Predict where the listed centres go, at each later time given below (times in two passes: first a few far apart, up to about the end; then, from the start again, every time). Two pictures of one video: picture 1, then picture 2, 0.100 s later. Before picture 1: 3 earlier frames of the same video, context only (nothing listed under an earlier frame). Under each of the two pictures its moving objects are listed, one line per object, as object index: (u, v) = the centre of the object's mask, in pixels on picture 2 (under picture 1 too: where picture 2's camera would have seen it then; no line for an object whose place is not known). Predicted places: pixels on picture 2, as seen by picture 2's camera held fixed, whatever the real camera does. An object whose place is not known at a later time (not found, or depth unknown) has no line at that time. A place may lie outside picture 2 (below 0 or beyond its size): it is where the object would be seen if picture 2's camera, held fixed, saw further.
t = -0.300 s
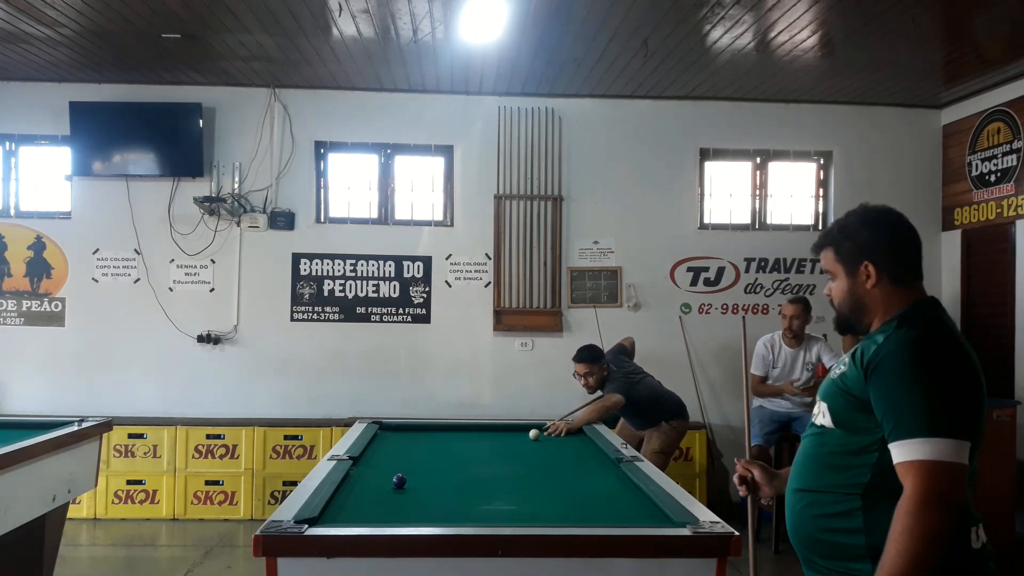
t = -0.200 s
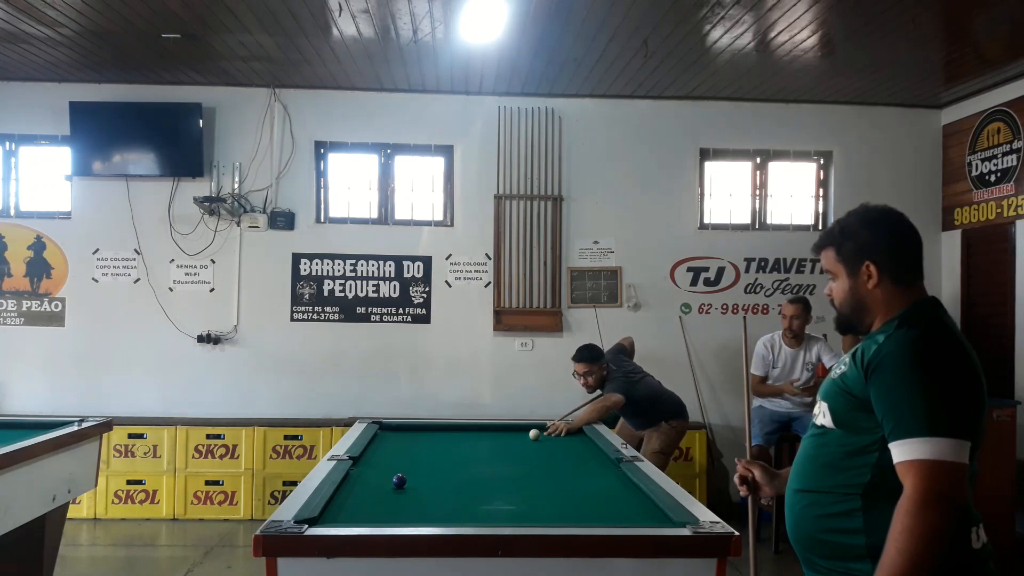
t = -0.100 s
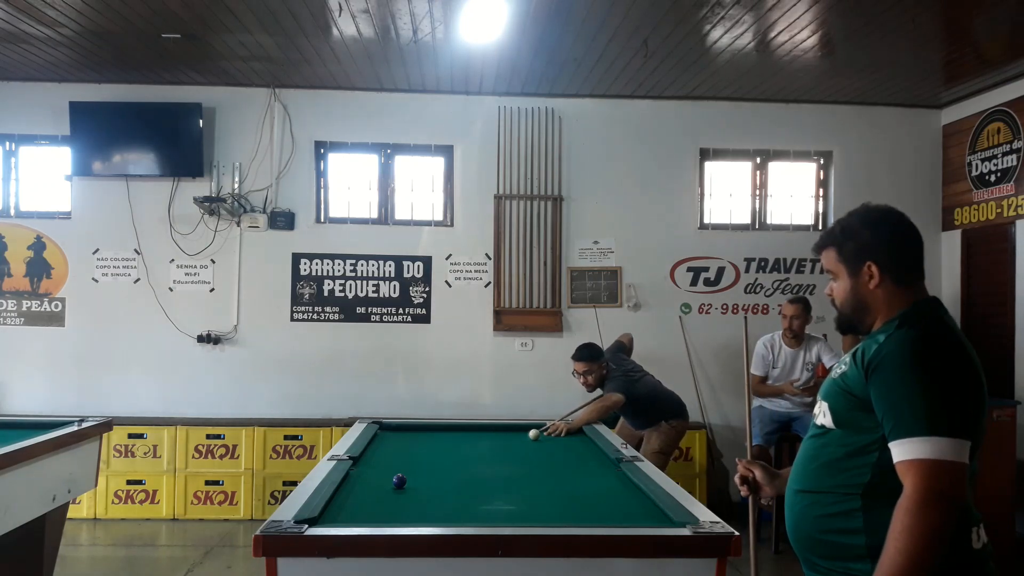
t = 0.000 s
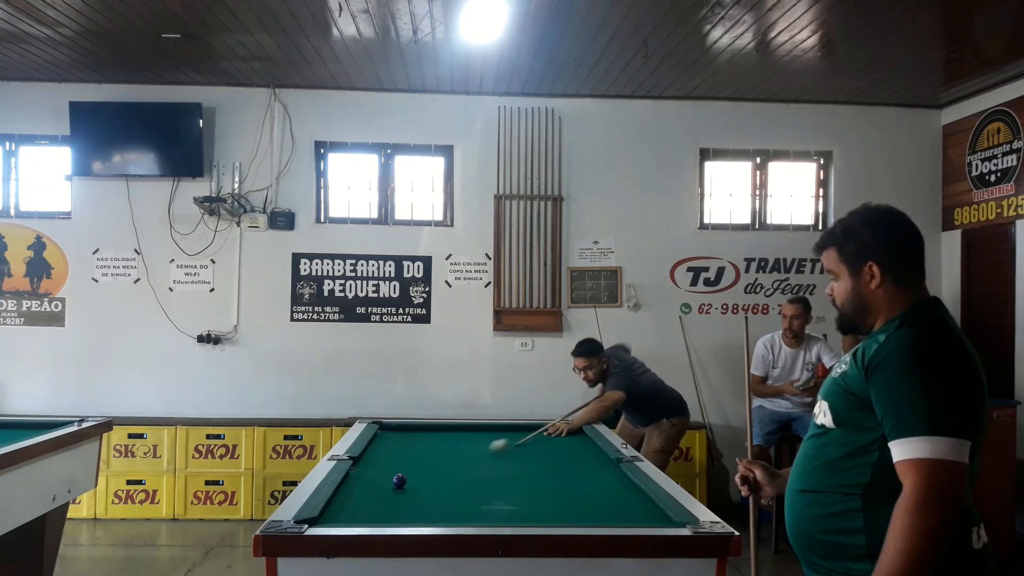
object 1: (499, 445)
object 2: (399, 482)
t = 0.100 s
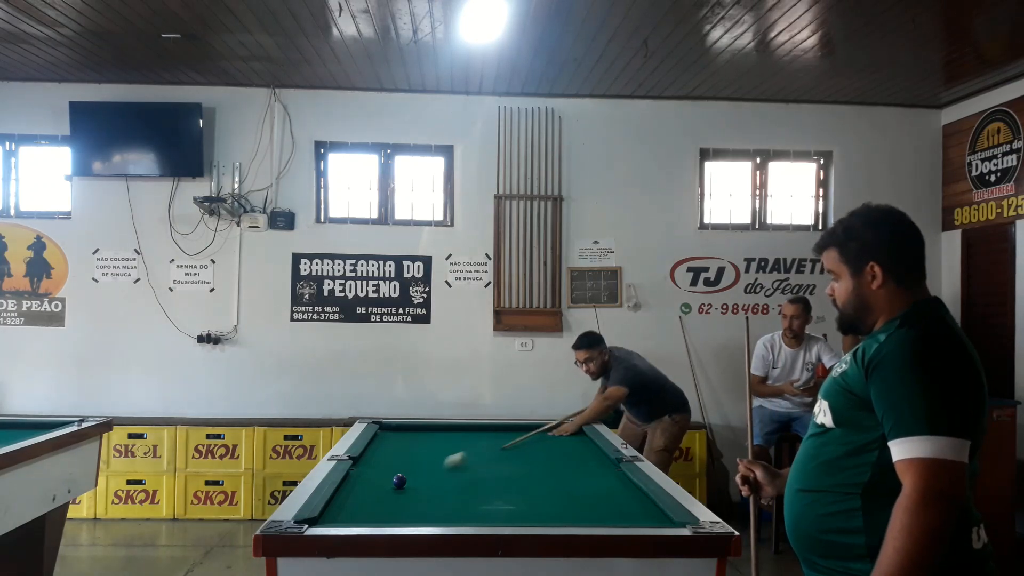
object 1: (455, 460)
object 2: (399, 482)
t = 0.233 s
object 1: (402, 477)
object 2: (379, 486)
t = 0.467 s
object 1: (361, 489)
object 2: (381, 517)
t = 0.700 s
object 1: (353, 503)
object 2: (460, 496)
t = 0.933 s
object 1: (372, 516)
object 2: (519, 478)
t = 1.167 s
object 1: (399, 517)
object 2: (567, 464)
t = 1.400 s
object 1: (428, 510)
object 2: (593, 452)
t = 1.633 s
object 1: (452, 502)
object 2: (560, 443)
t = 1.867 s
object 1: (474, 495)
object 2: (531, 435)
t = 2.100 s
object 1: (494, 489)
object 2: (506, 428)
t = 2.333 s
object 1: (511, 483)
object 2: (483, 431)
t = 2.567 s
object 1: (527, 478)
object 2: (459, 435)
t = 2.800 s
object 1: (540, 474)
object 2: (434, 439)
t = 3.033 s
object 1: (552, 471)
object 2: (409, 443)
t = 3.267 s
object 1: (563, 468)
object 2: (383, 447)
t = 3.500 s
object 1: (572, 464)
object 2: (373, 451)
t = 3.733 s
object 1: (581, 462)
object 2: (382, 455)
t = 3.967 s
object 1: (588, 460)
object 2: (390, 458)
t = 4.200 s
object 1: (595, 458)
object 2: (398, 462)
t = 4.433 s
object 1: (601, 456)
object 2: (405, 465)
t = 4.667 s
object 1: (599, 455)
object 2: (412, 468)
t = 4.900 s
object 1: (595, 454)
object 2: (419, 471)
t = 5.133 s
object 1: (593, 453)
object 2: (426, 474)
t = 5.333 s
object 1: (591, 452)
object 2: (432, 476)
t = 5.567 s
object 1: (591, 452)
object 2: (437, 479)
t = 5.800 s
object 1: (591, 452)
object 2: (443, 481)
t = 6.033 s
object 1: (591, 451)
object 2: (448, 482)
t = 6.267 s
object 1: (591, 451)
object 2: (451, 484)
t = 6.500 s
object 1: (591, 451)
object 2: (454, 485)
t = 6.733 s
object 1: (591, 451)
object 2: (456, 486)
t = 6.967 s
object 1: (591, 450)
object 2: (457, 487)
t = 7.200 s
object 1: (591, 451)
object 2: (458, 487)
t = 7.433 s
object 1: (591, 451)
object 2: (457, 487)
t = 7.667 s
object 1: (591, 451)
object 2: (458, 487)
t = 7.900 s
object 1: (591, 450)
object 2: (458, 487)
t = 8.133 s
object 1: (591, 450)
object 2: (458, 487)
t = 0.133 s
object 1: (439, 465)
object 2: (399, 482)
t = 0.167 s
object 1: (422, 471)
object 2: (399, 482)
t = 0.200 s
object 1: (408, 474)
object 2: (399, 482)
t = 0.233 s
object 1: (402, 477)
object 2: (379, 486)
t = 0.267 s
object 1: (398, 479)
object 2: (359, 496)
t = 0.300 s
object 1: (393, 481)
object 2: (339, 501)
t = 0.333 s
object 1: (388, 482)
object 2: (337, 507)
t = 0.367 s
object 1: (382, 483)
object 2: (345, 511)
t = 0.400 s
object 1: (376, 485)
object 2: (354, 517)
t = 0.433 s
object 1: (369, 487)
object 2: (366, 519)
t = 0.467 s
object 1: (361, 489)
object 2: (381, 517)
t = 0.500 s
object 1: (353, 492)
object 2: (396, 514)
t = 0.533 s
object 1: (345, 493)
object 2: (408, 512)
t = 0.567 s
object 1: (341, 496)
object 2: (419, 509)
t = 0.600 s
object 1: (344, 498)
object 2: (430, 505)
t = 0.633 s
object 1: (347, 499)
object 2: (441, 502)
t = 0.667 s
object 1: (350, 501)
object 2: (451, 498)
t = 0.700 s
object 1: (353, 503)
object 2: (460, 496)
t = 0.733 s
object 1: (355, 505)
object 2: (470, 493)
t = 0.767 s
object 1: (358, 507)
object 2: (479, 490)
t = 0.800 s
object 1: (361, 509)
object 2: (487, 488)
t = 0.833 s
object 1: (363, 511)
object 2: (496, 485)
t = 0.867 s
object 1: (366, 513)
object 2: (504, 483)
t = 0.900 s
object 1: (369, 514)
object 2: (512, 480)
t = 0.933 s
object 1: (372, 516)
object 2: (519, 478)
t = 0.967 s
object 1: (375, 517)
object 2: (527, 476)
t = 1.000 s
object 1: (378, 518)
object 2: (534, 473)
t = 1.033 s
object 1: (381, 519)
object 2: (541, 471)
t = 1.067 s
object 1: (386, 519)
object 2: (548, 469)
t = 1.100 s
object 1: (390, 518)
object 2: (554, 468)
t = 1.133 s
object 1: (395, 517)
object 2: (561, 466)
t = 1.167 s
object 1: (399, 517)
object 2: (567, 464)
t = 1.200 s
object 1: (403, 516)
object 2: (573, 462)
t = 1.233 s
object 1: (407, 515)
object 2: (579, 460)
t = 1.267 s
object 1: (412, 513)
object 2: (584, 459)
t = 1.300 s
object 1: (416, 513)
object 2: (590, 457)
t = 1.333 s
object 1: (420, 512)
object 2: (595, 455)
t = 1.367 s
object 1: (423, 511)
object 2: (599, 454)
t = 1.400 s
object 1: (428, 510)
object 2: (593, 452)
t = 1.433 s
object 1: (431, 509)
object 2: (588, 451)
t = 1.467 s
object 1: (435, 508)
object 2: (583, 449)
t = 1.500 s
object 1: (438, 506)
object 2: (578, 448)
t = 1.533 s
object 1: (442, 505)
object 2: (574, 447)
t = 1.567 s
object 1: (445, 504)
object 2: (569, 445)
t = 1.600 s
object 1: (449, 503)
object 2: (565, 444)
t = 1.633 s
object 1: (452, 502)
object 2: (560, 443)
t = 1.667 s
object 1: (455, 501)
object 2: (556, 442)
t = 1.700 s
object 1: (459, 500)
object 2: (551, 441)
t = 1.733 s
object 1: (462, 499)
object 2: (547, 440)
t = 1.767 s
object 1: (465, 498)
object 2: (543, 438)
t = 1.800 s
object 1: (468, 497)
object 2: (539, 437)
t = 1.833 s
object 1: (471, 496)
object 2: (535, 436)
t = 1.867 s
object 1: (474, 495)
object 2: (531, 435)
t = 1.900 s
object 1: (477, 494)
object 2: (527, 434)
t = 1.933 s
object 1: (480, 493)
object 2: (524, 433)
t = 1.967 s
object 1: (483, 492)
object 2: (520, 432)
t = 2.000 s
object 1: (486, 491)
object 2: (516, 431)
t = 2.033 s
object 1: (488, 491)
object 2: (513, 430)
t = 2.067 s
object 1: (491, 490)
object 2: (509, 429)
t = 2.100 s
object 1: (494, 489)
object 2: (506, 428)
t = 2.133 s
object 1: (496, 488)
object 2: (502, 428)
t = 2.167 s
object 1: (499, 487)
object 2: (500, 428)
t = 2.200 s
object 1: (501, 487)
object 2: (496, 429)
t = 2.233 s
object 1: (504, 486)
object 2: (493, 429)
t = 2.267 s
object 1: (506, 485)
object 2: (489, 430)
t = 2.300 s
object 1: (509, 484)
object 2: (486, 430)
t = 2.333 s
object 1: (511, 483)
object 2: (483, 431)
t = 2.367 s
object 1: (513, 483)
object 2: (480, 432)
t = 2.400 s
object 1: (515, 482)
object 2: (476, 432)
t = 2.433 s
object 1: (518, 481)
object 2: (473, 432)
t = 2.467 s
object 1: (520, 481)
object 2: (470, 433)
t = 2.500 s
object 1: (522, 480)
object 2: (466, 434)
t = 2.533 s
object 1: (524, 479)
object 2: (463, 434)
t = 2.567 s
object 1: (527, 478)
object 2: (459, 435)
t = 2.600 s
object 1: (528, 478)
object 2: (456, 435)
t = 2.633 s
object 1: (530, 477)
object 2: (452, 436)
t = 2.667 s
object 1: (532, 477)
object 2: (449, 437)
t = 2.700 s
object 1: (534, 476)
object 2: (445, 437)
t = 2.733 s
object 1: (536, 475)
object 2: (442, 438)
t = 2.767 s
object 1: (538, 475)
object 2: (438, 439)
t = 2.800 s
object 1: (540, 474)
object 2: (434, 439)
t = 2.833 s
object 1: (542, 474)
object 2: (431, 439)
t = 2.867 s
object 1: (544, 473)
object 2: (427, 440)
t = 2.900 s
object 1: (545, 473)
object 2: (424, 441)
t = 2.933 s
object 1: (547, 472)
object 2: (420, 441)
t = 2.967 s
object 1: (549, 472)
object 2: (416, 442)
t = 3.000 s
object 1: (551, 471)
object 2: (413, 442)
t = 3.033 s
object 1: (552, 471)
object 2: (409, 443)
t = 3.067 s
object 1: (554, 470)
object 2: (405, 444)
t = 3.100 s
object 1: (555, 470)
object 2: (402, 444)
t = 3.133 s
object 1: (557, 469)
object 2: (398, 445)
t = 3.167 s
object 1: (559, 469)
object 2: (394, 445)
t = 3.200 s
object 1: (560, 468)
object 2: (391, 446)
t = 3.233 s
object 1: (562, 468)
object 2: (387, 447)
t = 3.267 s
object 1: (563, 468)
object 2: (383, 447)
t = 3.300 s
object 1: (564, 467)
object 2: (379, 448)
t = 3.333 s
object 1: (566, 467)
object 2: (375, 448)
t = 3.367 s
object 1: (567, 466)
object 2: (372, 449)
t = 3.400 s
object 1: (569, 466)
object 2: (370, 450)
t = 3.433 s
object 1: (570, 465)
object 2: (371, 450)
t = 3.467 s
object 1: (571, 465)
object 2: (372, 451)
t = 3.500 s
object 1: (572, 464)
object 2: (373, 451)
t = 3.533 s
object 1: (574, 464)
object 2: (374, 452)
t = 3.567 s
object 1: (575, 464)
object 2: (376, 452)
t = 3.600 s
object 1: (576, 463)
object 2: (377, 453)
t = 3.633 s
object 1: (578, 463)
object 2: (378, 453)
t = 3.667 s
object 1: (579, 463)
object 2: (379, 454)
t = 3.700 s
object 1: (580, 462)
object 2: (380, 454)
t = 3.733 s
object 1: (581, 462)
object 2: (382, 455)
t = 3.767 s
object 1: (582, 461)
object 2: (383, 455)
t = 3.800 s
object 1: (583, 461)
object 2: (384, 456)
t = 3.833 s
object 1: (584, 461)
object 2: (385, 456)
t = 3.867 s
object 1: (585, 461)
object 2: (386, 457)
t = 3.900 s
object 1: (586, 460)
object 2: (388, 457)
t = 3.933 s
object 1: (587, 460)
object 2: (389, 458)
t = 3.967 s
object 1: (588, 460)
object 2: (390, 458)
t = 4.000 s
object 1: (589, 460)
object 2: (391, 459)
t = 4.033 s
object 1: (590, 459)
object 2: (392, 459)
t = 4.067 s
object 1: (591, 459)
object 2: (393, 460)
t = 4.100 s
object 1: (592, 459)
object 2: (394, 460)
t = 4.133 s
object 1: (593, 458)
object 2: (395, 461)
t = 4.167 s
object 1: (594, 458)
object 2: (396, 461)
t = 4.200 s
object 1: (595, 458)
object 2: (398, 462)
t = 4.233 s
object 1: (596, 458)
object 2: (399, 462)
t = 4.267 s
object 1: (597, 457)
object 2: (400, 462)
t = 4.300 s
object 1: (598, 457)
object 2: (401, 463)
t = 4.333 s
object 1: (598, 457)
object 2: (402, 463)
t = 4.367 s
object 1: (599, 456)
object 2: (403, 464)
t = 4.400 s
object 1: (600, 456)
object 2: (404, 464)
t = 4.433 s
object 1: (601, 456)
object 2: (405, 465)
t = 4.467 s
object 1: (602, 456)
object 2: (406, 465)
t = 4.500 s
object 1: (602, 456)
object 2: (407, 466)
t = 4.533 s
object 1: (601, 455)
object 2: (408, 466)
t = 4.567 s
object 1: (601, 455)
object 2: (409, 467)
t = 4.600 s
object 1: (600, 455)
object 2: (410, 467)
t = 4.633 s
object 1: (599, 455)
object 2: (411, 468)
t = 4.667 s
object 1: (599, 455)
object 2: (412, 468)
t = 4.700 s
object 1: (598, 455)
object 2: (413, 469)
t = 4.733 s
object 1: (598, 454)
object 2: (415, 469)
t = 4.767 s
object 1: (597, 454)
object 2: (416, 470)
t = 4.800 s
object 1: (596, 454)
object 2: (416, 470)
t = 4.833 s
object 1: (596, 454)
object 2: (417, 470)
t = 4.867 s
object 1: (595, 454)
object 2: (418, 471)
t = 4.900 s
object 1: (595, 454)
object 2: (419, 471)
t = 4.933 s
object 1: (595, 453)
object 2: (420, 471)
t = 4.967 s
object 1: (595, 453)
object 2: (421, 472)
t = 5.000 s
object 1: (594, 453)
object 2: (422, 472)
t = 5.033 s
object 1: (594, 453)
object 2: (423, 473)
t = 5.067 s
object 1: (593, 453)
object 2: (424, 473)
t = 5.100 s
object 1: (593, 453)
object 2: (425, 473)
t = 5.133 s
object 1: (593, 453)
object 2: (426, 474)
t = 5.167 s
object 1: (592, 453)
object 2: (427, 474)
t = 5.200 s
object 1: (592, 452)
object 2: (428, 474)
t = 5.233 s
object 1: (592, 452)
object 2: (429, 475)
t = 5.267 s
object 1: (592, 452)
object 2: (430, 475)
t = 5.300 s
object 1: (591, 452)
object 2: (431, 476)
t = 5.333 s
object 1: (591, 452)
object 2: (432, 476)
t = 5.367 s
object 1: (591, 452)
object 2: (433, 477)
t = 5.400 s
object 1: (591, 452)
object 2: (433, 477)
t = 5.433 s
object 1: (591, 452)
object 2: (434, 477)
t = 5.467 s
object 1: (591, 452)
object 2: (435, 477)
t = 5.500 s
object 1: (591, 452)
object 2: (436, 478)
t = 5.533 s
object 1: (591, 452)
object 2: (437, 478)
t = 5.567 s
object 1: (591, 452)
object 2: (437, 479)
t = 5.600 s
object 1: (591, 452)
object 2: (438, 479)
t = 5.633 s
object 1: (591, 452)
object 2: (439, 479)
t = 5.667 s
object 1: (591, 452)
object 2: (440, 479)
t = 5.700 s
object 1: (591, 452)
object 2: (441, 480)
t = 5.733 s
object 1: (591, 452)
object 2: (441, 480)
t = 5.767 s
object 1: (591, 452)
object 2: (442, 480)
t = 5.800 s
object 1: (591, 452)
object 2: (443, 481)
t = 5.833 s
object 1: (591, 452)
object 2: (444, 481)
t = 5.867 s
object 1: (591, 452)
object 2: (444, 481)
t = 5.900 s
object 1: (591, 452)
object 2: (445, 482)
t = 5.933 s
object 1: (591, 452)
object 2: (445, 482)
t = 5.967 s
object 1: (591, 452)
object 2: (446, 482)
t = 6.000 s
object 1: (591, 452)
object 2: (447, 482)
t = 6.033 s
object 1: (591, 451)
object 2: (448, 482)
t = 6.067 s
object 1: (591, 451)
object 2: (448, 483)
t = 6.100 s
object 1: (591, 451)
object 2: (449, 483)
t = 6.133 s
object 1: (591, 451)
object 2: (449, 483)
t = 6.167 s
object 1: (591, 451)
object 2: (450, 483)
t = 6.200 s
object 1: (591, 451)
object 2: (450, 484)
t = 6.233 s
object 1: (591, 451)
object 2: (451, 484)
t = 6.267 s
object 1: (591, 451)
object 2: (451, 484)
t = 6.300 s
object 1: (591, 451)
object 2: (452, 484)
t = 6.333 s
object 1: (591, 451)
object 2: (452, 484)
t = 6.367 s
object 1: (591, 451)
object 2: (453, 484)
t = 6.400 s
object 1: (591, 451)
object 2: (453, 485)
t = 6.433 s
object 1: (591, 451)
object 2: (453, 485)
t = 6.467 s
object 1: (591, 451)
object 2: (454, 485)
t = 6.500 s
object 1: (591, 451)
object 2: (454, 485)
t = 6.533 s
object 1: (591, 451)
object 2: (454, 486)
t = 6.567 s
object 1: (591, 451)
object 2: (454, 486)
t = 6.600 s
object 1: (591, 451)
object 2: (455, 486)
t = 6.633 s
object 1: (591, 451)
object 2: (455, 486)
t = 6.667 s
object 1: (591, 451)
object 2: (455, 486)
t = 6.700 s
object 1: (591, 451)
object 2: (456, 486)
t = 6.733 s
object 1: (591, 451)
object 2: (456, 486)
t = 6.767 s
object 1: (591, 451)
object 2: (456, 487)
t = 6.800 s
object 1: (591, 451)
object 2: (456, 487)
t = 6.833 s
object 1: (591, 450)
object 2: (456, 487)
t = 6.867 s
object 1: (591, 450)
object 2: (456, 487)
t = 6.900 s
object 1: (591, 450)
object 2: (457, 487)
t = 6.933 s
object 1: (591, 450)
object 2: (457, 487)
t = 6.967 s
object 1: (591, 450)
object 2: (457, 487)
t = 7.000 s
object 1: (591, 450)
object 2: (457, 487)
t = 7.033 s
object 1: (591, 450)
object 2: (457, 487)
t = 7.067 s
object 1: (591, 450)
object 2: (457, 487)
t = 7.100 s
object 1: (591, 450)
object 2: (457, 487)
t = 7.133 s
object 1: (591, 450)
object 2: (458, 487)
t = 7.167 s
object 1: (590, 451)
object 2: (458, 487)
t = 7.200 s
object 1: (591, 451)
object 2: (458, 487)
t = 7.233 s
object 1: (591, 451)
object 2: (458, 487)
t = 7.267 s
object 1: (591, 451)
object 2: (458, 487)
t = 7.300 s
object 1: (591, 451)
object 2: (458, 487)
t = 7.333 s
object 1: (591, 450)
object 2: (458, 487)
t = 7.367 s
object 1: (591, 450)
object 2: (457, 487)
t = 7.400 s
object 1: (590, 451)
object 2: (457, 487)
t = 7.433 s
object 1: (591, 451)
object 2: (457, 487)
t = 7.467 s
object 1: (591, 451)
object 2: (457, 487)
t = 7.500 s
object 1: (591, 451)
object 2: (458, 487)
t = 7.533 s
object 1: (591, 451)
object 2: (458, 487)
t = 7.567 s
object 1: (591, 451)
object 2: (458, 487)
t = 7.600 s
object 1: (591, 451)
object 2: (458, 487)
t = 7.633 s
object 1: (591, 450)
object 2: (458, 487)
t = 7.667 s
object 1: (591, 451)
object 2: (458, 487)
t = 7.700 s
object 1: (591, 450)
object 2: (458, 487)
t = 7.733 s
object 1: (591, 451)
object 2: (458, 487)
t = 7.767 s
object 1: (591, 450)
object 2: (458, 487)
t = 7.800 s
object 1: (591, 451)
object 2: (458, 487)
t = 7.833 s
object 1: (591, 450)
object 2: (458, 487)
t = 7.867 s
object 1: (591, 451)
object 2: (458, 487)
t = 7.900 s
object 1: (591, 450)
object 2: (458, 487)
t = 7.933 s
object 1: (591, 450)
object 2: (458, 487)
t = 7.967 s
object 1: (591, 450)
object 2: (458, 487)
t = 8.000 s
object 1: (591, 450)
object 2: (458, 487)
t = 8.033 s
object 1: (591, 450)
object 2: (458, 487)
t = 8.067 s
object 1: (591, 450)
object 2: (458, 487)
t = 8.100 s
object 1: (591, 450)
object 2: (458, 487)
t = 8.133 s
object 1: (591, 450)
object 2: (458, 487)
